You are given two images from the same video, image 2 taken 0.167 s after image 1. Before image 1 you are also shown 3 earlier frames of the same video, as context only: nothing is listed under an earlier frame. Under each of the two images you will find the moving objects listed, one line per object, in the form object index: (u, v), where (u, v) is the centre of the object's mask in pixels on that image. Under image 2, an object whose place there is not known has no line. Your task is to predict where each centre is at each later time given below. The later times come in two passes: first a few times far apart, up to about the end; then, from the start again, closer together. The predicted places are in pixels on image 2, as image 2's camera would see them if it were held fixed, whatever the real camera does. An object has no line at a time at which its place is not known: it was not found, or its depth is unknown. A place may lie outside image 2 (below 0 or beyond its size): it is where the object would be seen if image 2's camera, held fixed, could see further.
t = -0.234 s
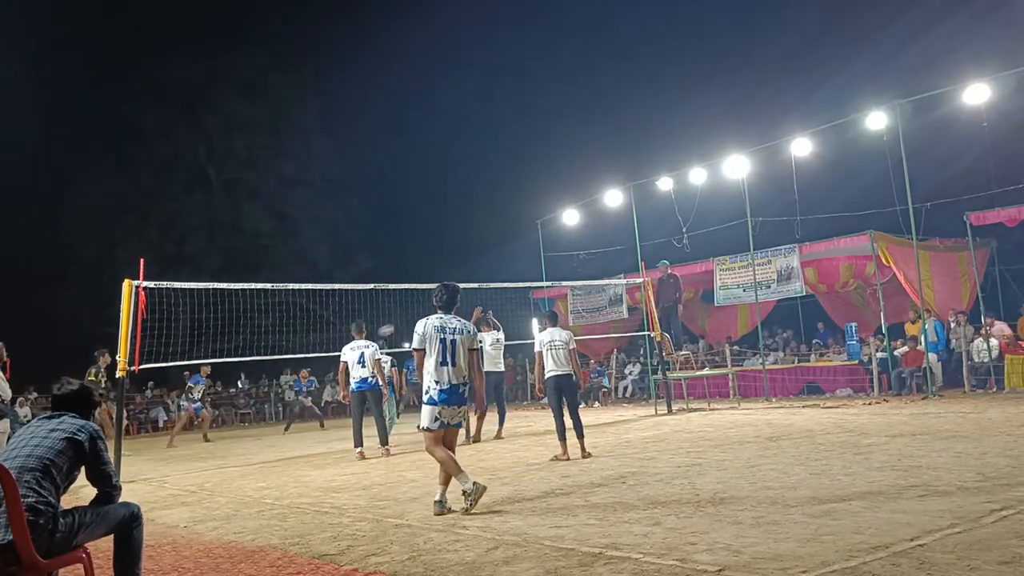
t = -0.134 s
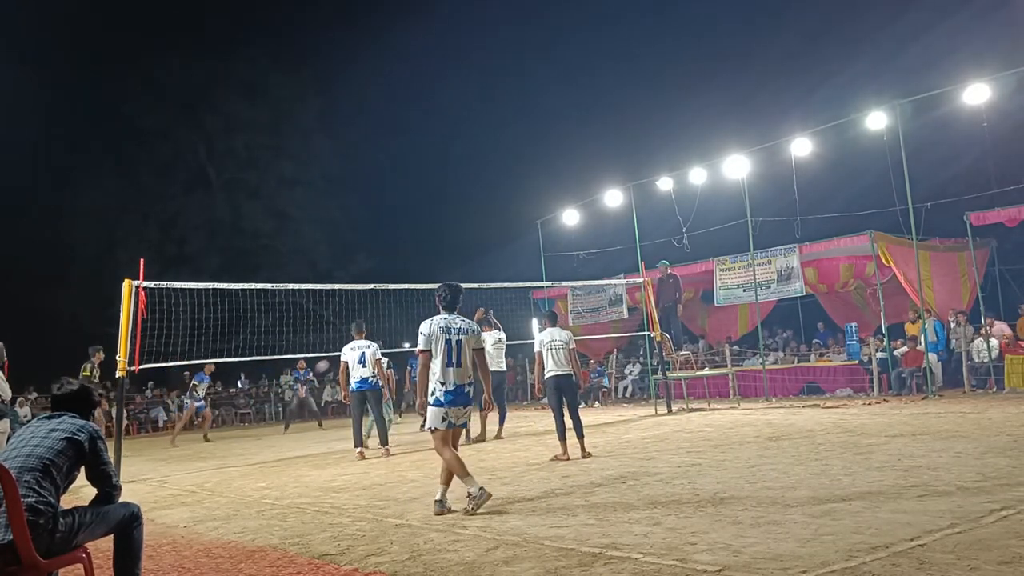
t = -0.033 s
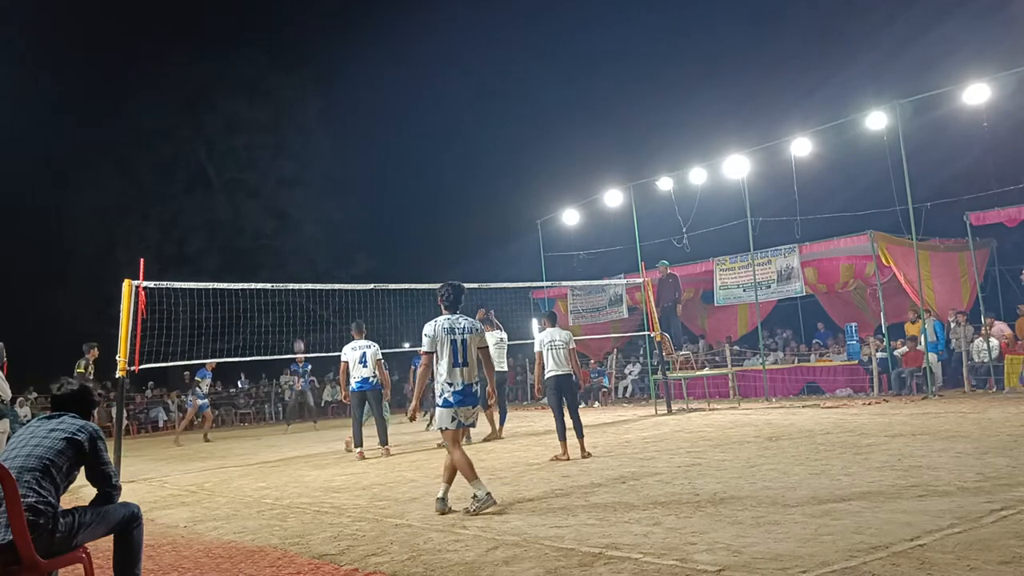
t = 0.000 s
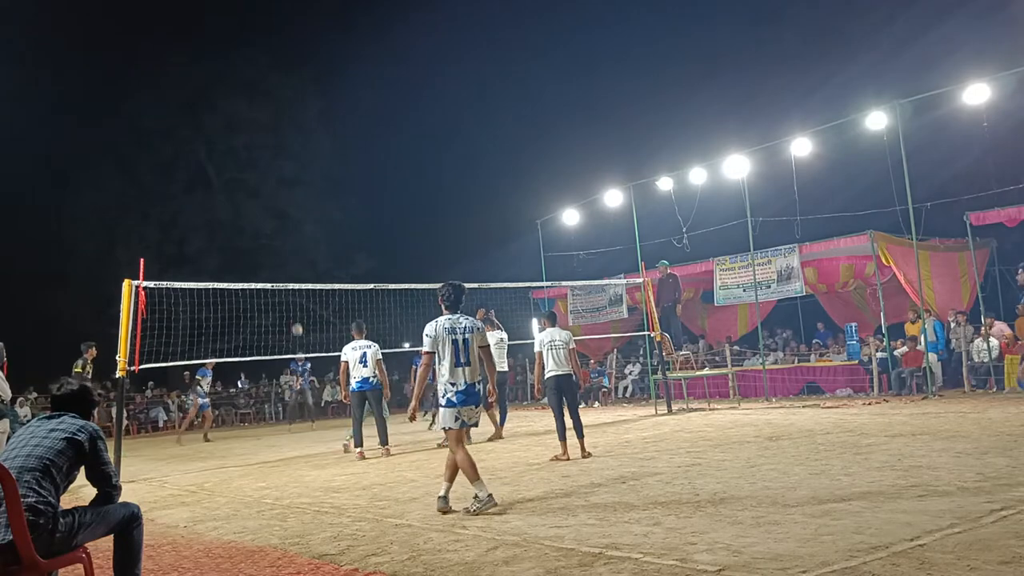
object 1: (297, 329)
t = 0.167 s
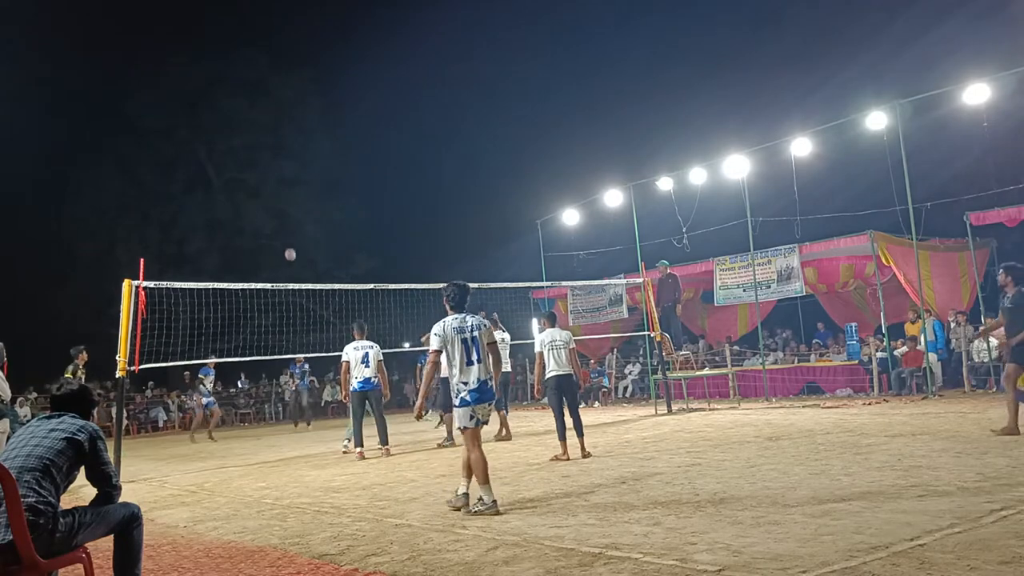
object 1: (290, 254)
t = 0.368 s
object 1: (281, 181)
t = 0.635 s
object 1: (268, 112)
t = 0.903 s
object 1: (255, 75)
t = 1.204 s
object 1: (242, 74)
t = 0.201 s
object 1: (288, 241)
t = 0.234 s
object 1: (287, 228)
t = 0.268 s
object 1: (285, 216)
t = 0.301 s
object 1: (284, 204)
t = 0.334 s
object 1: (282, 192)
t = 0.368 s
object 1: (281, 181)
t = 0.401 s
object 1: (279, 171)
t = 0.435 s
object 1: (277, 161)
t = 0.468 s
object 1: (275, 151)
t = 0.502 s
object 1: (274, 142)
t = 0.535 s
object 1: (272, 134)
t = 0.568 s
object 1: (271, 126)
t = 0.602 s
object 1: (269, 119)
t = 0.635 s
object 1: (268, 112)
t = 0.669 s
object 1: (266, 106)
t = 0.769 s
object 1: (261, 90)
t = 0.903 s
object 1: (255, 75)
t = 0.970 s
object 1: (252, 71)
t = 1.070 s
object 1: (247, 69)
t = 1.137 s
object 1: (245, 71)
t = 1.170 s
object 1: (243, 72)
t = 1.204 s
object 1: (242, 74)
